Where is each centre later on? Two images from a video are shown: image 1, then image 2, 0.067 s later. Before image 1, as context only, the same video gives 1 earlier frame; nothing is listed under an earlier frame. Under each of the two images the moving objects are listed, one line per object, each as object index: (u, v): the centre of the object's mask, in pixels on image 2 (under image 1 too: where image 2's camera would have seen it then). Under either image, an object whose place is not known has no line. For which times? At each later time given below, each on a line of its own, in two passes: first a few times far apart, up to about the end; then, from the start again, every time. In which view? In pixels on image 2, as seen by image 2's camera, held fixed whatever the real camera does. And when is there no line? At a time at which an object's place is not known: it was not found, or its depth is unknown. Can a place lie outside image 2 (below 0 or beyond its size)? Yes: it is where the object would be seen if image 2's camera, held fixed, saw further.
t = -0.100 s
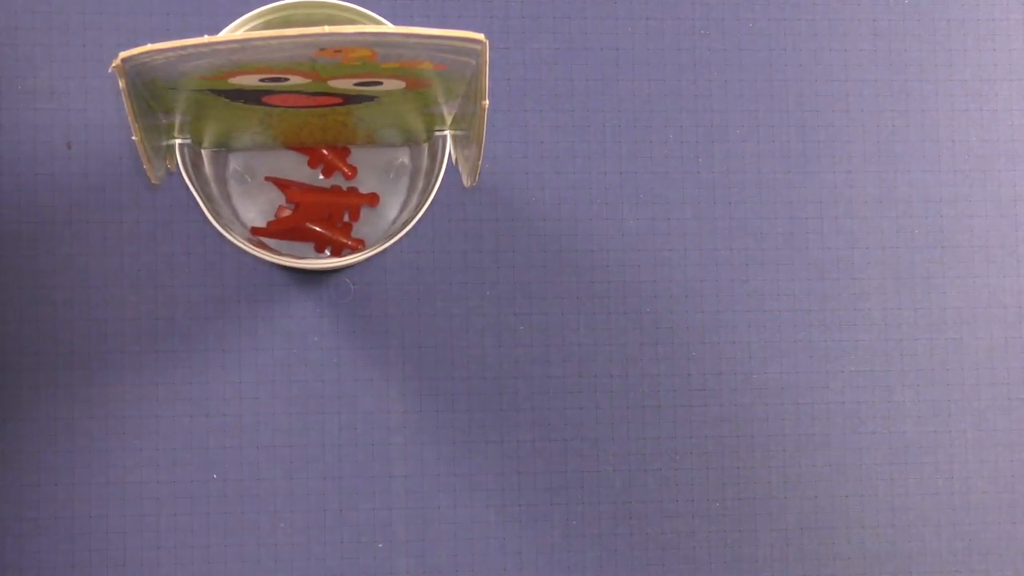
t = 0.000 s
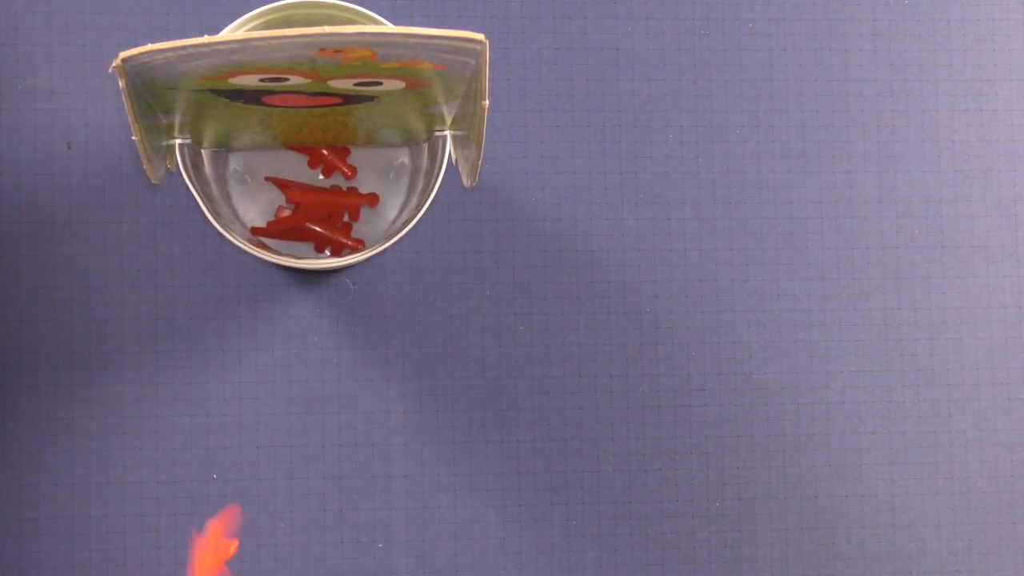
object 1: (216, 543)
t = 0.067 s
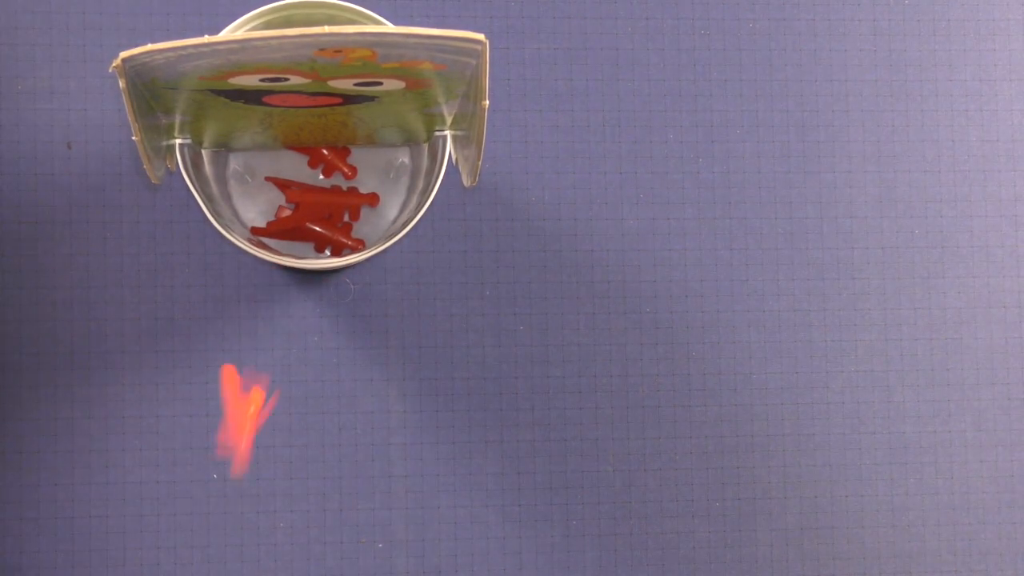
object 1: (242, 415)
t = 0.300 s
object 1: (300, 302)
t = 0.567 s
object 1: (283, 385)
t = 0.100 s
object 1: (258, 348)
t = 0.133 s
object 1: (280, 300)
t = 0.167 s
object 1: (290, 298)
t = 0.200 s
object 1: (292, 301)
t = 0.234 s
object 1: (293, 310)
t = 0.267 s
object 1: (297, 304)
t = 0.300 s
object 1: (300, 302)
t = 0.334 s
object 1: (310, 310)
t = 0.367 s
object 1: (314, 316)
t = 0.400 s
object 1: (313, 328)
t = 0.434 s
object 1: (301, 341)
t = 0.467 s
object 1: (299, 348)
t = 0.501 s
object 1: (287, 363)
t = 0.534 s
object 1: (278, 374)
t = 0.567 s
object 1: (283, 385)
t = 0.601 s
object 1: (289, 390)
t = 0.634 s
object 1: (292, 387)
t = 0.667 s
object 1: (297, 384)
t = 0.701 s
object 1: (298, 380)
